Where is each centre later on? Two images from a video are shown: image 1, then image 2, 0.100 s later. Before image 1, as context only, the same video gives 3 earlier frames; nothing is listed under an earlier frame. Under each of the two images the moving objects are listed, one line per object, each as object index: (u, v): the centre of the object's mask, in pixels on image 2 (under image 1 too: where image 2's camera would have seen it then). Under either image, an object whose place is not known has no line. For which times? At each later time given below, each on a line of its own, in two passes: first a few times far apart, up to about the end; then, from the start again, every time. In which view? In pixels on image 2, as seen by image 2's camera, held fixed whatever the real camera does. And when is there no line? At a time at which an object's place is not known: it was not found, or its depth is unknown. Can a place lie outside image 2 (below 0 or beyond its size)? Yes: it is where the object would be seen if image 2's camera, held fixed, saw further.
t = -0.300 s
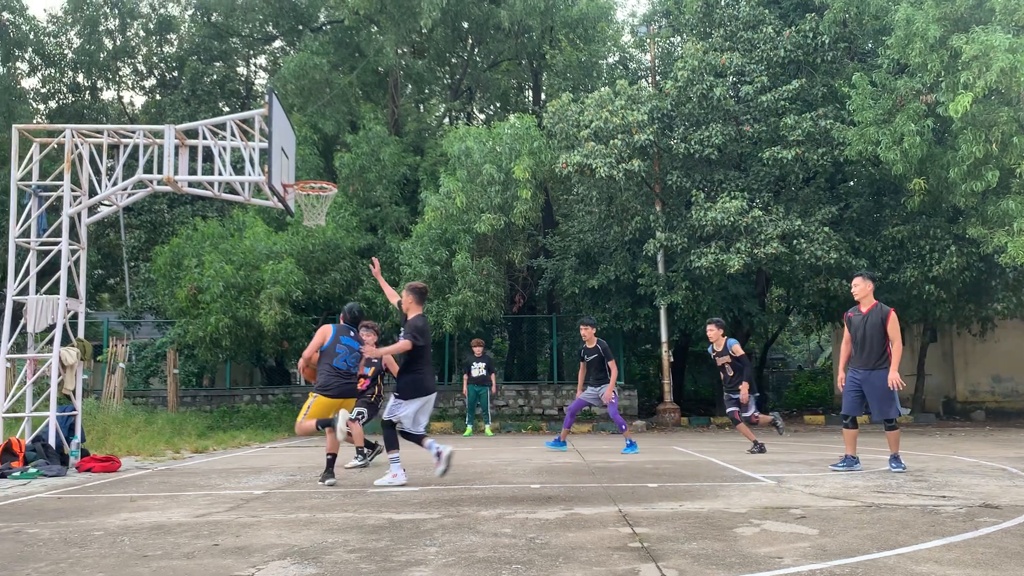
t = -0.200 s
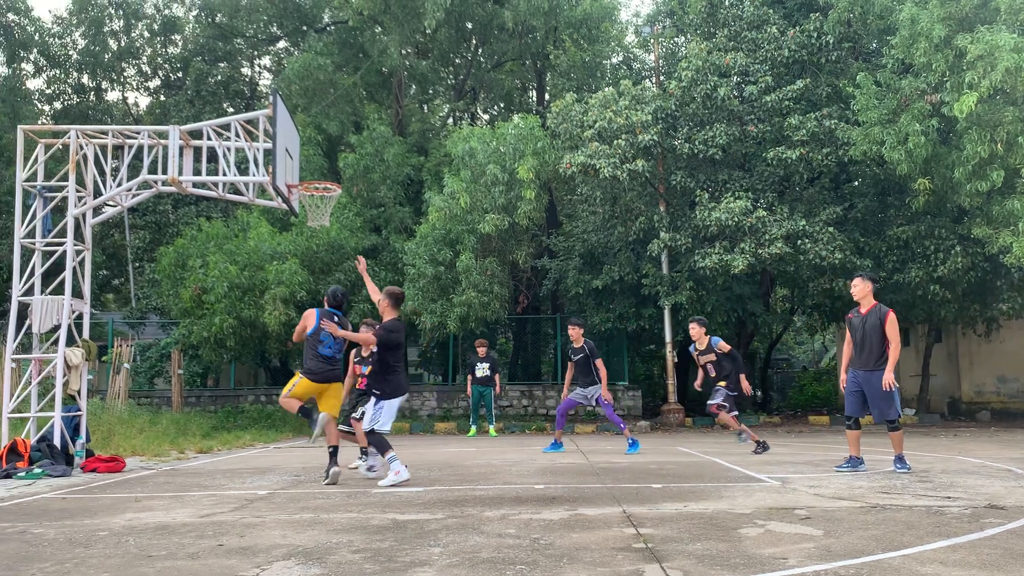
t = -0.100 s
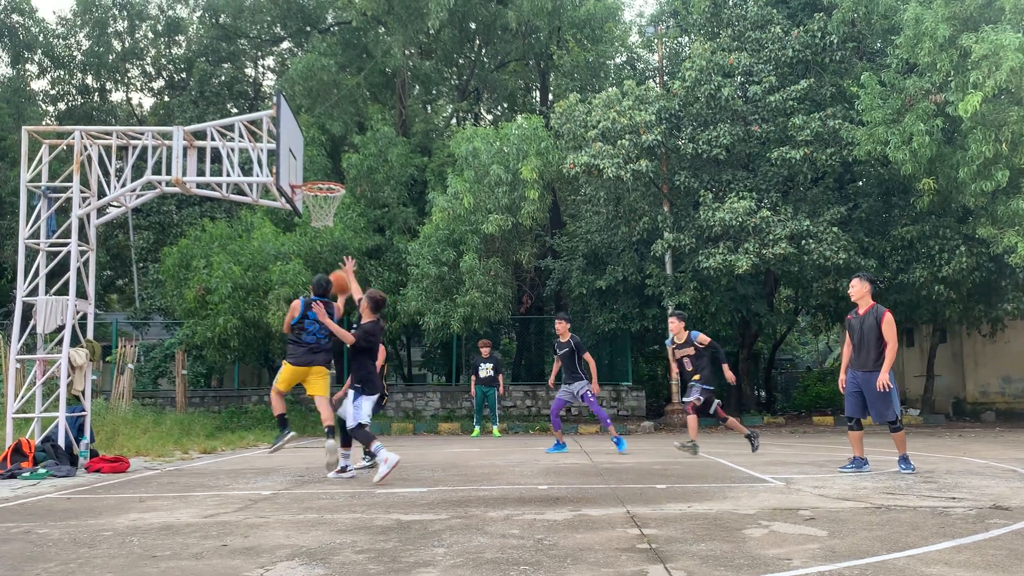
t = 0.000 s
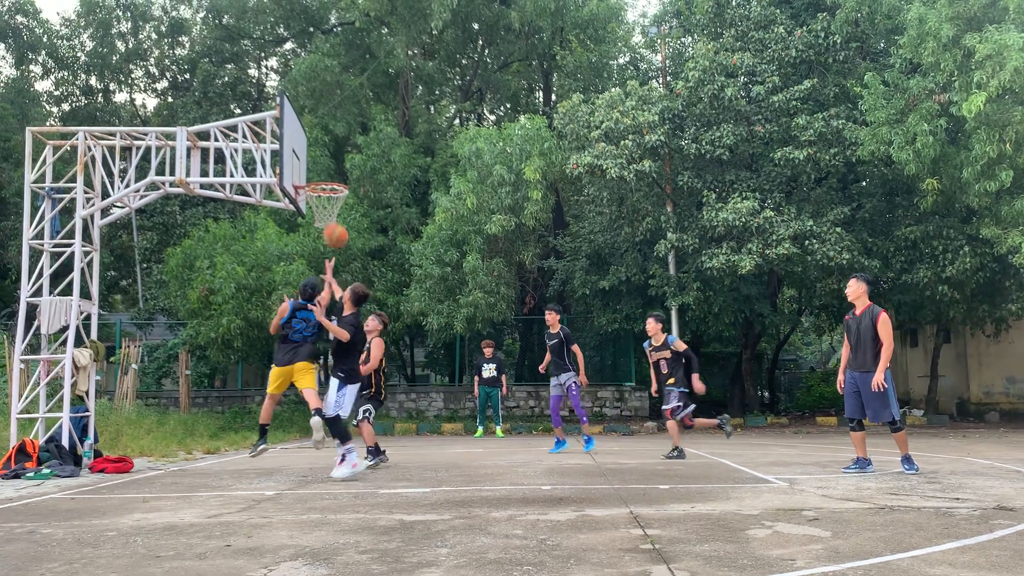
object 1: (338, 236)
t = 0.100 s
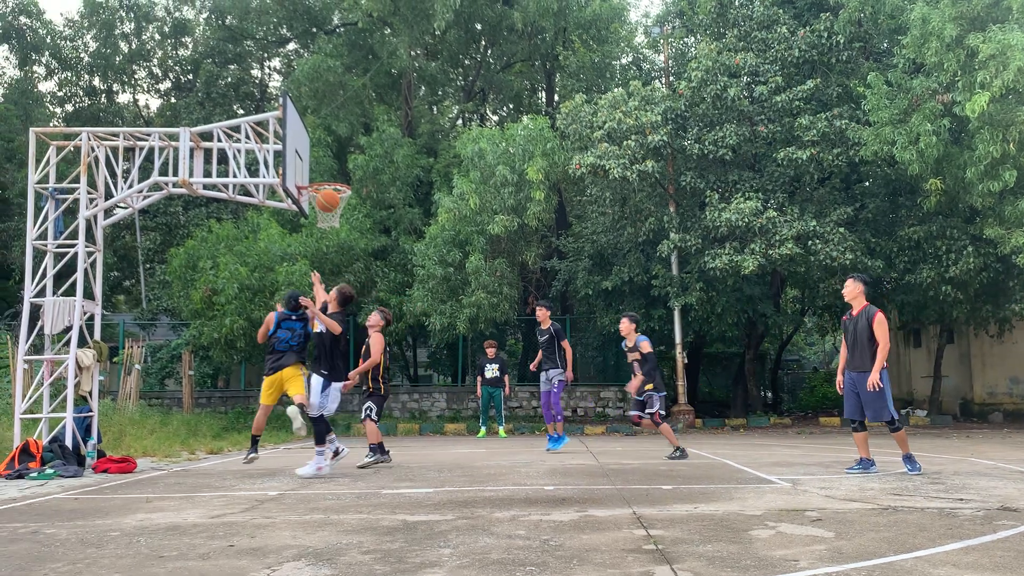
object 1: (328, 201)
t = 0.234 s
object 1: (315, 169)
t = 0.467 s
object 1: (318, 162)
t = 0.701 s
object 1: (334, 178)
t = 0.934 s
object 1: (320, 209)
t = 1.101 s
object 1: (321, 218)
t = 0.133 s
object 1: (324, 191)
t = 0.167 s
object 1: (321, 182)
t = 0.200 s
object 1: (318, 175)
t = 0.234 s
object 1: (315, 169)
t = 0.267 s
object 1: (312, 165)
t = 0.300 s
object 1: (309, 161)
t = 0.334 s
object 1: (305, 158)
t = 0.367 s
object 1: (307, 157)
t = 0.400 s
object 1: (311, 158)
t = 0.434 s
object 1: (314, 160)
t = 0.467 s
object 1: (318, 162)
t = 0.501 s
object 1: (321, 166)
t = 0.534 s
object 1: (325, 171)
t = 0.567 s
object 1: (328, 174)
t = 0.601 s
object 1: (330, 175)
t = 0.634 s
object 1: (331, 175)
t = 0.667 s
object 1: (333, 177)
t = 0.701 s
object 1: (334, 178)
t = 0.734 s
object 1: (338, 189)
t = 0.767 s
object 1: (337, 191)
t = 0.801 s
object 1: (332, 194)
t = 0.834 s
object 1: (327, 197)
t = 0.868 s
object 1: (323, 200)
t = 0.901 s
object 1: (321, 203)
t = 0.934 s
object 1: (320, 209)
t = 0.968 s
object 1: (318, 212)
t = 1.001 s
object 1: (318, 215)
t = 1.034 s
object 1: (317, 216)
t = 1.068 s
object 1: (318, 217)
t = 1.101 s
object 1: (321, 218)
